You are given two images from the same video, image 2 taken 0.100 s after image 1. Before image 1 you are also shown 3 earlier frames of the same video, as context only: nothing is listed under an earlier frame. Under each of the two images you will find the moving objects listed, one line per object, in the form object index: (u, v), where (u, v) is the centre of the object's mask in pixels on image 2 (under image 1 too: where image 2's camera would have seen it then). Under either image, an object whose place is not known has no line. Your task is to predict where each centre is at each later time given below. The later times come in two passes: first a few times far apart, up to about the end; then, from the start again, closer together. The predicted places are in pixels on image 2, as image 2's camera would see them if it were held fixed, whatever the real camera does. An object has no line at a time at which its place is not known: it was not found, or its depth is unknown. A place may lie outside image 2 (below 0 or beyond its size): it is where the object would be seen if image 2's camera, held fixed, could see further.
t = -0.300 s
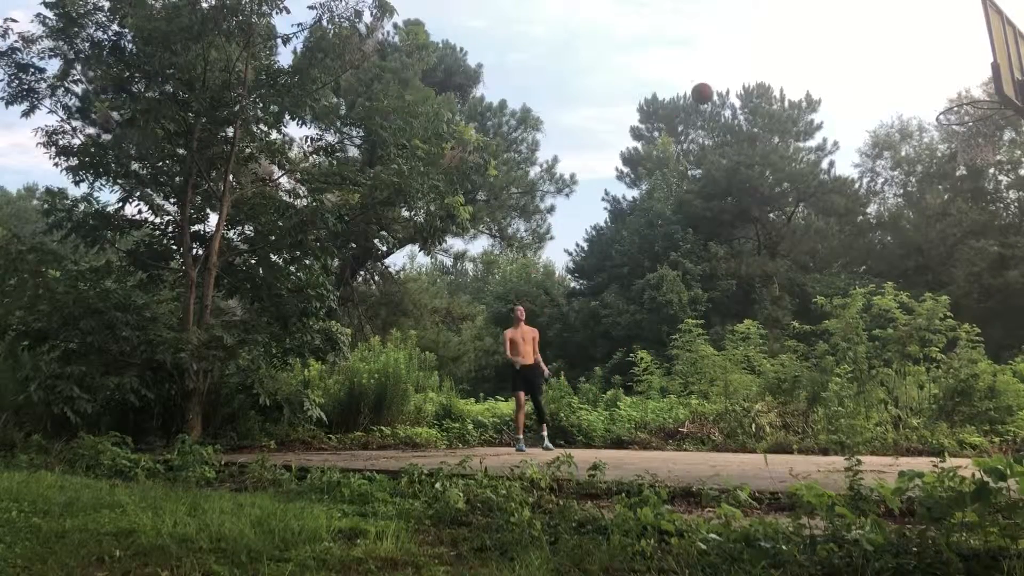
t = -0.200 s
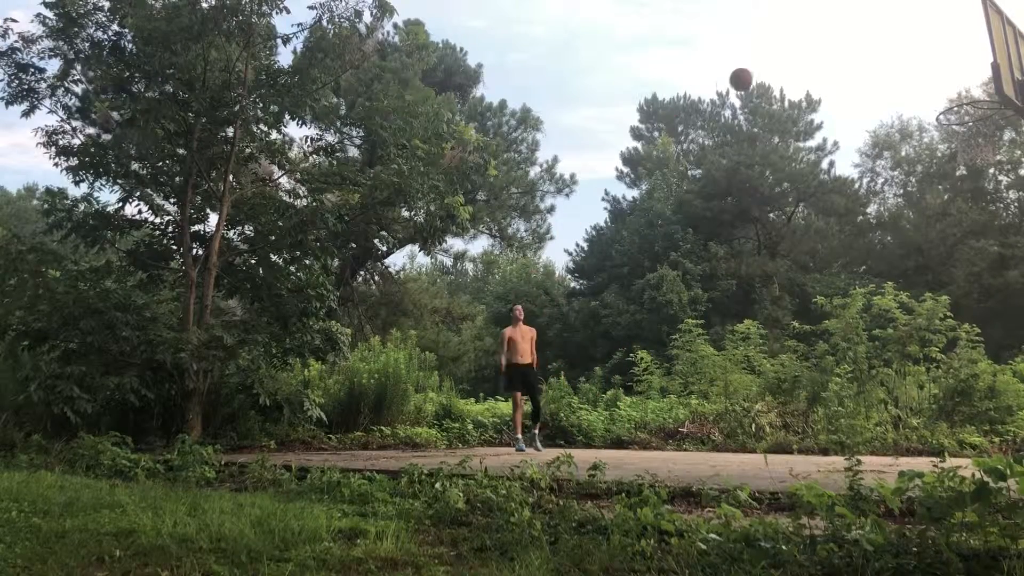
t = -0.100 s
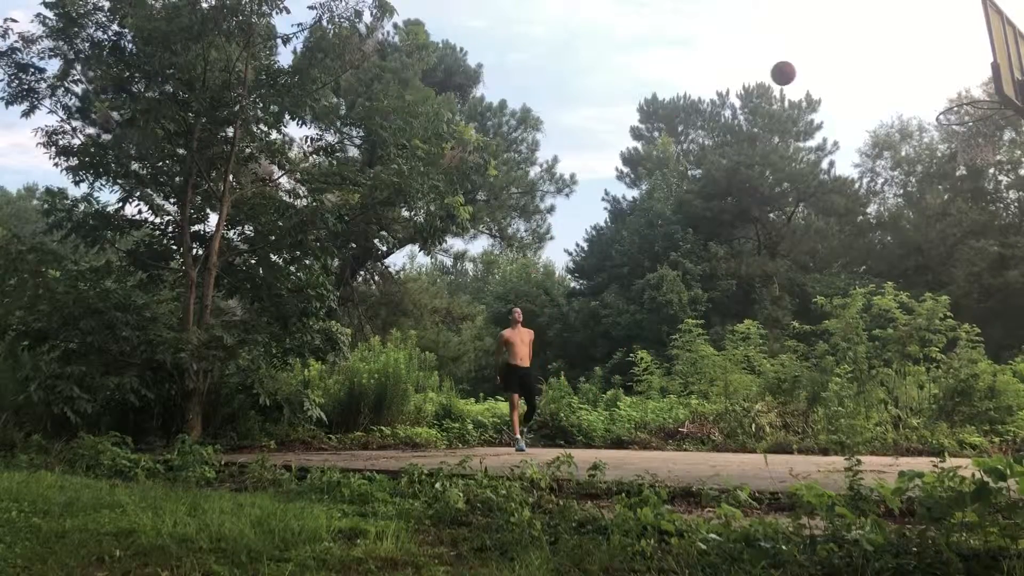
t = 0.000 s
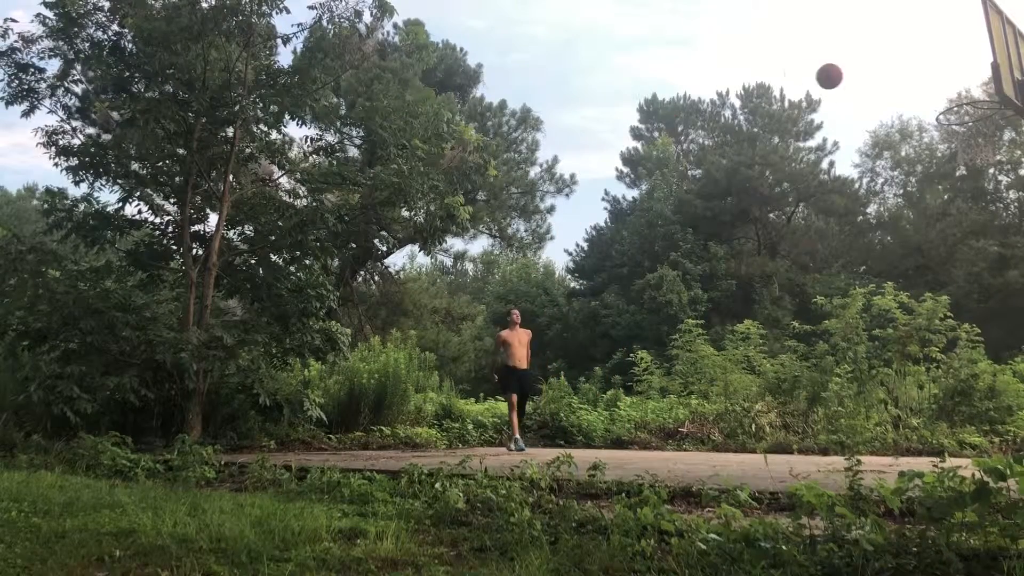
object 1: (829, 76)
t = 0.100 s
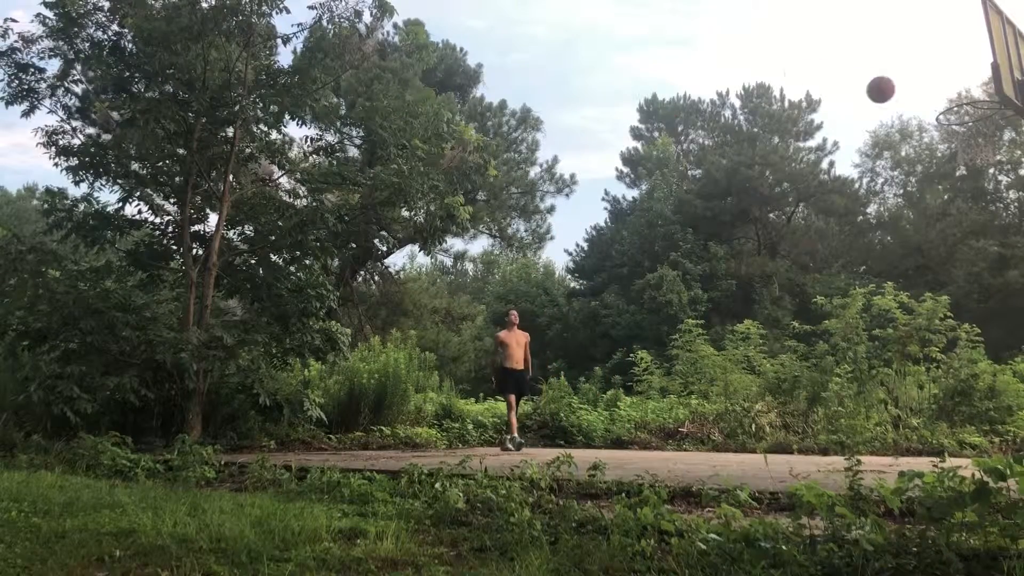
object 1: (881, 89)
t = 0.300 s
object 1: (939, 85)
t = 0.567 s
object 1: (947, 55)
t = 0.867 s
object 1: (965, 108)
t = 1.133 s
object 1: (988, 139)
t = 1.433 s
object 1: (974, 202)
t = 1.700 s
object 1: (965, 350)
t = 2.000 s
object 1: (942, 359)
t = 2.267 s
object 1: (915, 270)
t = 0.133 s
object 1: (899, 96)
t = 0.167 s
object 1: (918, 105)
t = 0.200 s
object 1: (937, 114)
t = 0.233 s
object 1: (938, 105)
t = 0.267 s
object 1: (938, 94)
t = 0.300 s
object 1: (939, 85)
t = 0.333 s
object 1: (940, 77)
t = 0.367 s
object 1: (940, 70)
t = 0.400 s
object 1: (941, 64)
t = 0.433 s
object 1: (942, 60)
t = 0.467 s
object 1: (943, 57)
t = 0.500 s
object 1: (945, 55)
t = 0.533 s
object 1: (946, 54)
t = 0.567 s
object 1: (947, 55)
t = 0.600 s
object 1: (948, 57)
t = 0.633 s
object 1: (950, 60)
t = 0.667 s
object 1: (951, 64)
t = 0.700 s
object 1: (953, 70)
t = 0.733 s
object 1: (954, 77)
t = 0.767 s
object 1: (956, 85)
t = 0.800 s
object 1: (958, 94)
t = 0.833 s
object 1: (961, 103)
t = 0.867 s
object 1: (965, 108)
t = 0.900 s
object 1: (969, 114)
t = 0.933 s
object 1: (978, 124)
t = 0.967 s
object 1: (982, 129)
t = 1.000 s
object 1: (986, 133)
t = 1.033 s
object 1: (989, 134)
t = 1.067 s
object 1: (989, 135)
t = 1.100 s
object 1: (989, 136)
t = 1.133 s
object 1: (988, 139)
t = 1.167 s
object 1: (986, 139)
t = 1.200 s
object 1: (986, 143)
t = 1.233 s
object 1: (985, 144)
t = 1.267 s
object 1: (984, 145)
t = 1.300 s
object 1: (982, 165)
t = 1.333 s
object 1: (979, 171)
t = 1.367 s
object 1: (978, 179)
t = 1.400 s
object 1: (976, 190)
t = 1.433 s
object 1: (974, 202)
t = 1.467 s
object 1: (973, 216)
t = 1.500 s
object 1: (972, 230)
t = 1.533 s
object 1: (971, 246)
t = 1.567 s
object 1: (969, 264)
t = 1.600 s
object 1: (969, 283)
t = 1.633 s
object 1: (968, 305)
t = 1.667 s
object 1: (967, 326)
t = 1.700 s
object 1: (965, 350)
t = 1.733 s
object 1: (964, 376)
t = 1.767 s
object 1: (964, 401)
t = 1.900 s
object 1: (954, 415)
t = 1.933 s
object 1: (949, 395)
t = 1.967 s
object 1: (946, 376)
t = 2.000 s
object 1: (942, 359)
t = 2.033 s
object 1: (938, 344)
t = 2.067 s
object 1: (934, 330)
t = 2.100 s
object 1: (931, 317)
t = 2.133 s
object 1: (927, 304)
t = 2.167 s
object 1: (924, 293)
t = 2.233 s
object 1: (918, 277)
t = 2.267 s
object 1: (915, 270)
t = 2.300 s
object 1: (912, 266)
